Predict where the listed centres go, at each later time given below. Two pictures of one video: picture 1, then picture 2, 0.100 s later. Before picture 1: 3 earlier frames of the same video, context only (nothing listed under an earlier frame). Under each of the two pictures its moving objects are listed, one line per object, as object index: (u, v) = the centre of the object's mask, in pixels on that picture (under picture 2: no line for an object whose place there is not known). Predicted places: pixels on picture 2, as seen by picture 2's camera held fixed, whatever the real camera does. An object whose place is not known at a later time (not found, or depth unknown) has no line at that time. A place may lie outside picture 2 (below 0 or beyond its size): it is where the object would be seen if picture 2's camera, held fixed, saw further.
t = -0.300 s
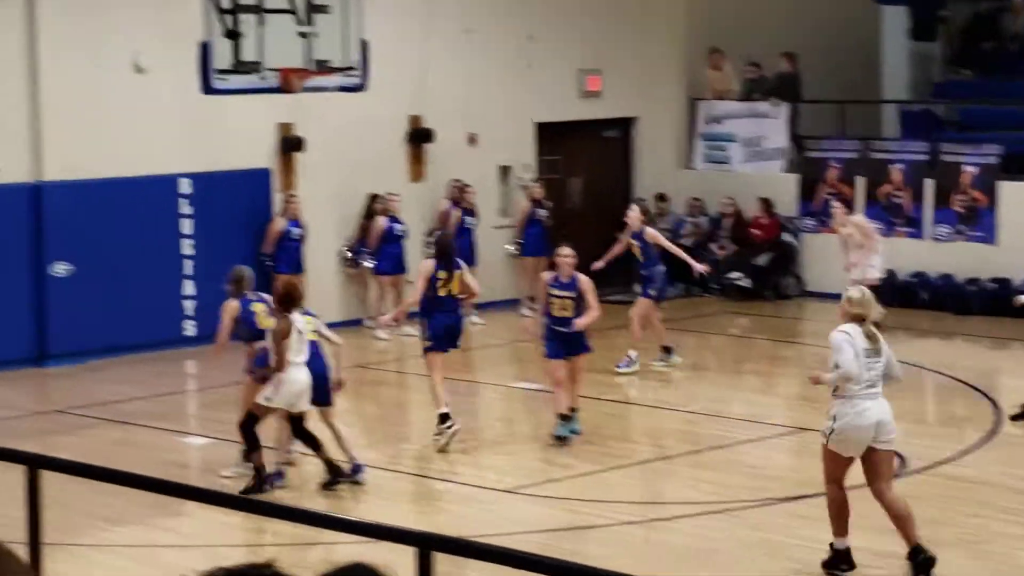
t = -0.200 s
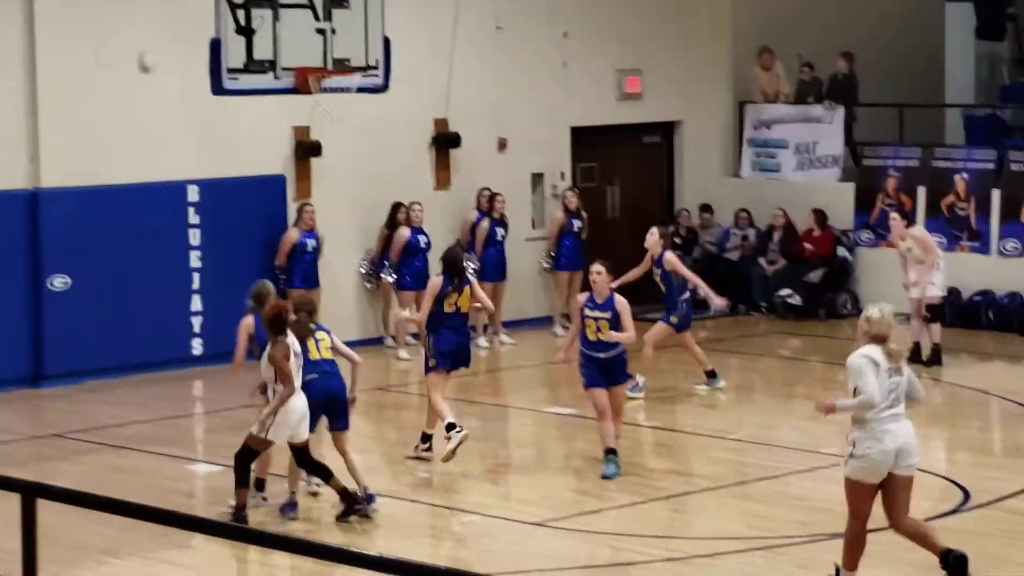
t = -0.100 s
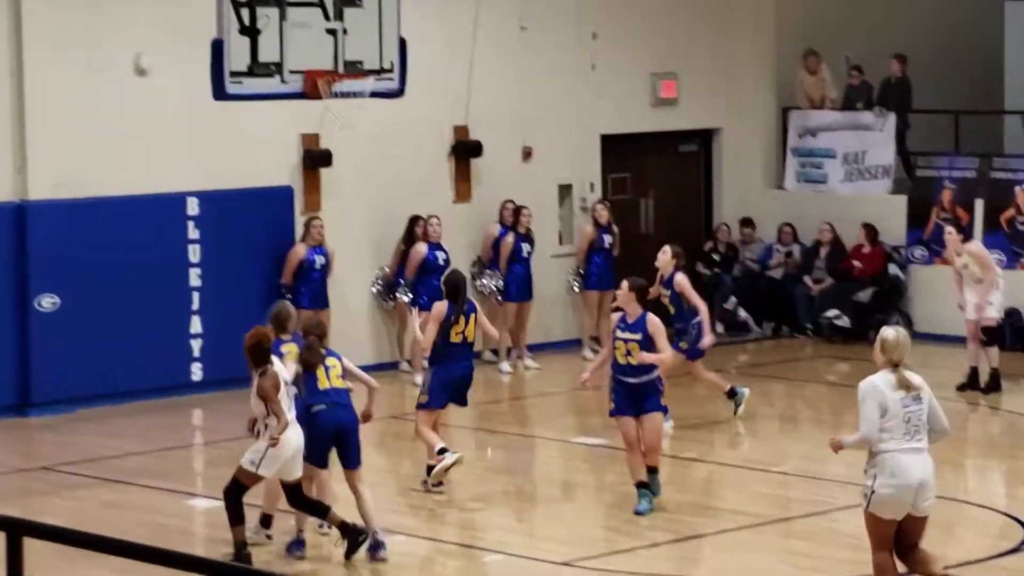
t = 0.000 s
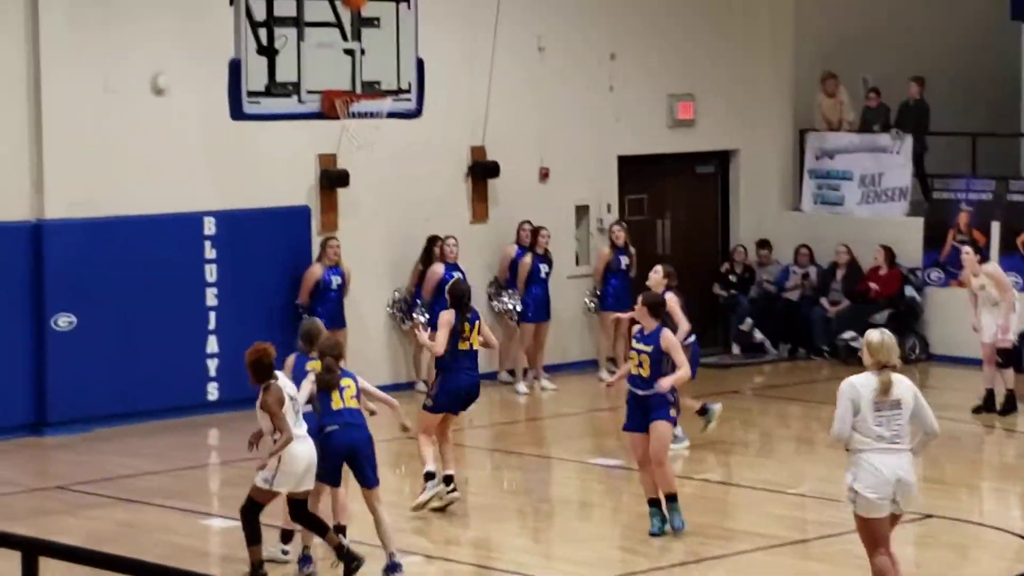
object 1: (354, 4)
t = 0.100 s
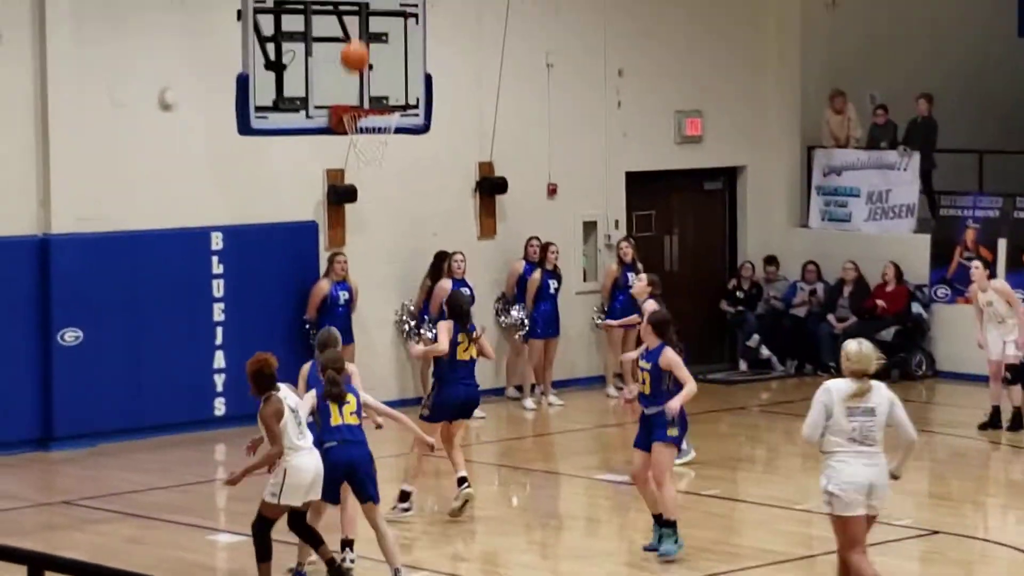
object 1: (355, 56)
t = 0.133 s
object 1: (353, 75)
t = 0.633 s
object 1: (517, 95)
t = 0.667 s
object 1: (529, 106)
